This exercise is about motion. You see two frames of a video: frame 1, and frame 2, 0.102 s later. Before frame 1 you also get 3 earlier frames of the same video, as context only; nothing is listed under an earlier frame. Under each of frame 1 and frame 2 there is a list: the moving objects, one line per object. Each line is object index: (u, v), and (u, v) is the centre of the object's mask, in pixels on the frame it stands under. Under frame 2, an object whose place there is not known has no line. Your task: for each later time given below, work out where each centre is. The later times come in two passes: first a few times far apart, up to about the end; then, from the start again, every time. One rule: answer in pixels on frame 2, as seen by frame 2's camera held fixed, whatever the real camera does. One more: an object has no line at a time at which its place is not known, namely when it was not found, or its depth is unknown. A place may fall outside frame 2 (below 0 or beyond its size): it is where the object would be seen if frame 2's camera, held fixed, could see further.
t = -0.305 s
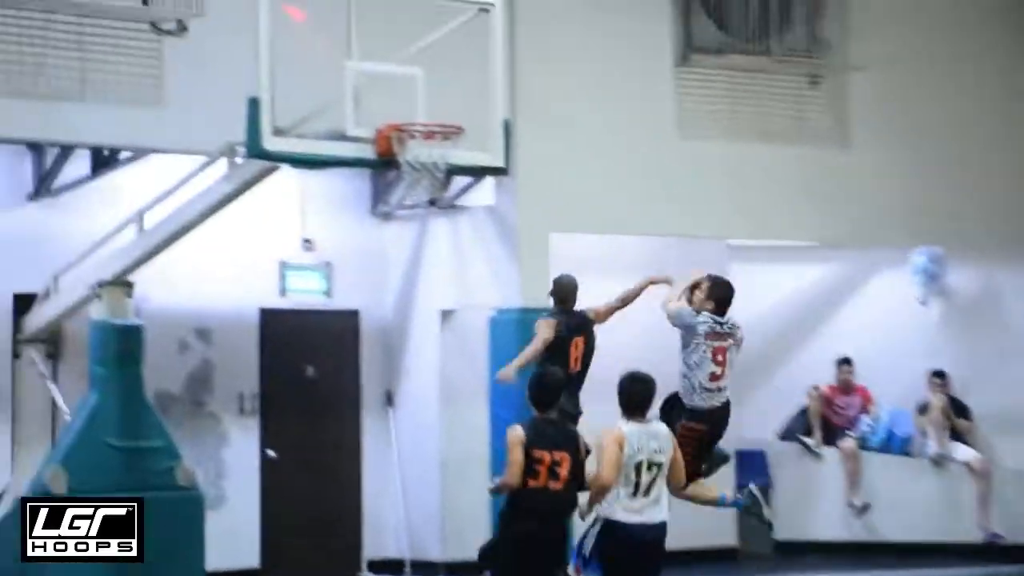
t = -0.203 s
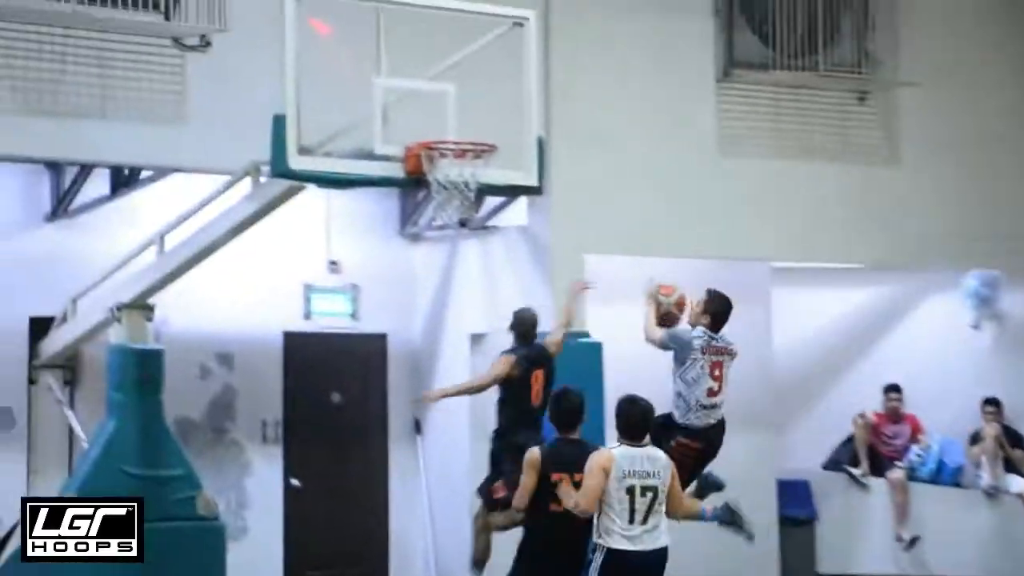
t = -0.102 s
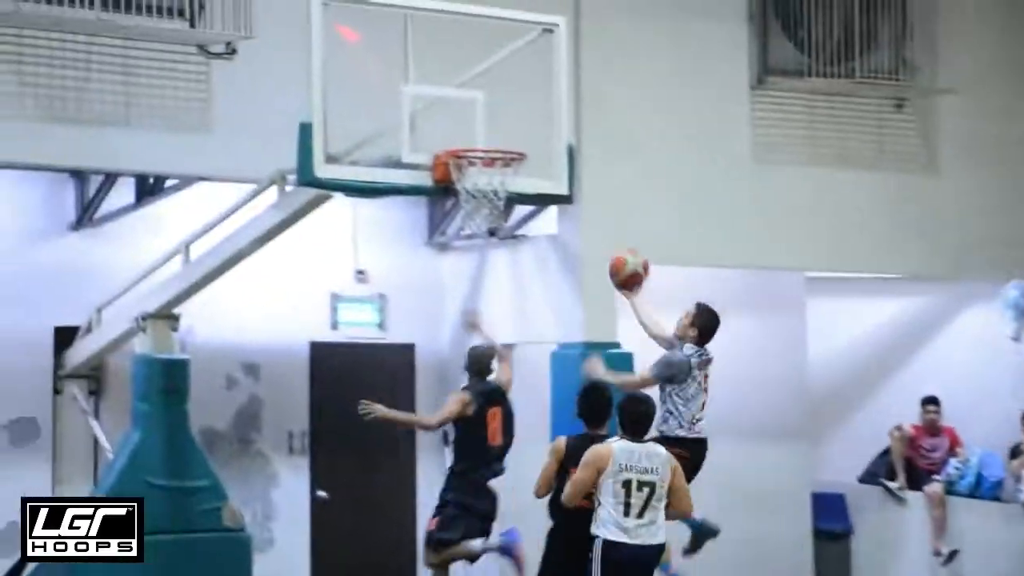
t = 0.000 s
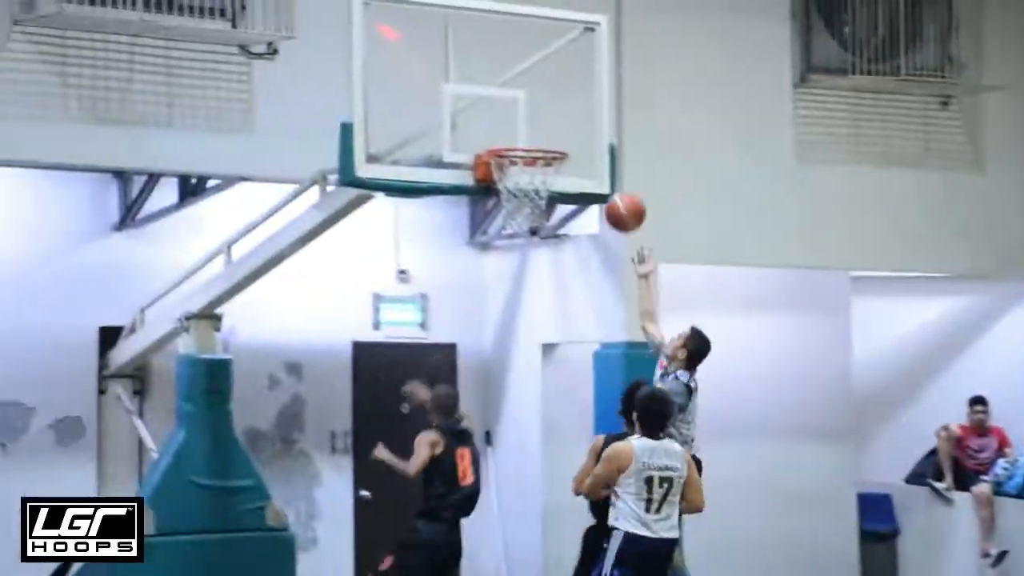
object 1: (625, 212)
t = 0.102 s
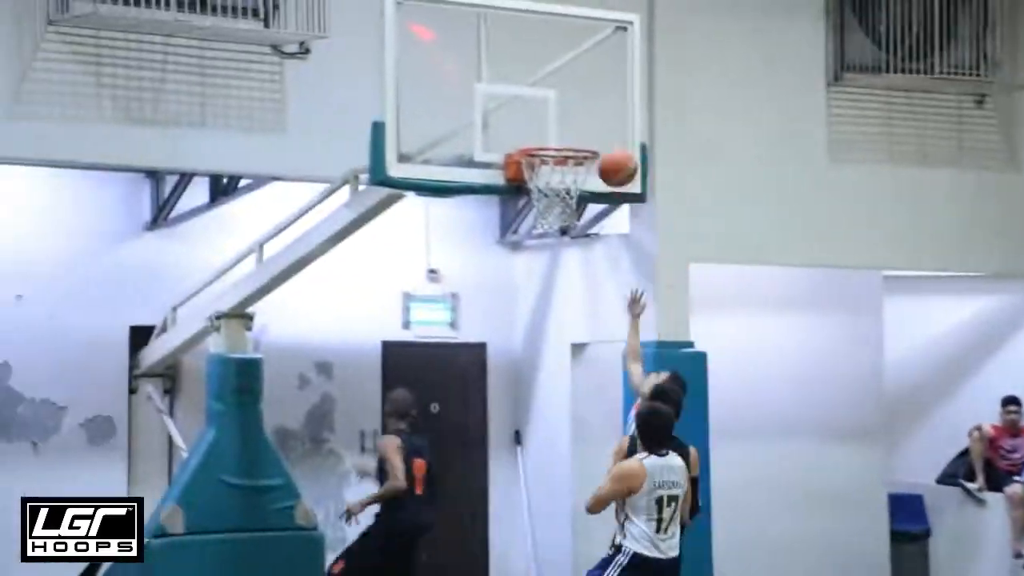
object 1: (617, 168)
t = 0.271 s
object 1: (561, 125)
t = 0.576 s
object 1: (557, 130)
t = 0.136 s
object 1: (600, 148)
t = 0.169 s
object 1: (593, 142)
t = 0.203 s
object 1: (578, 134)
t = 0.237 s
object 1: (562, 129)
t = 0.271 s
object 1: (561, 125)
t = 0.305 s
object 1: (561, 118)
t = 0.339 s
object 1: (561, 114)
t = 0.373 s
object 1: (560, 111)
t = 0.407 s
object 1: (560, 110)
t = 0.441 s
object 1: (560, 110)
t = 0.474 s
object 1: (560, 113)
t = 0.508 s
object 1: (560, 121)
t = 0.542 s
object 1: (560, 124)
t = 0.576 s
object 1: (557, 130)
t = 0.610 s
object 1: (556, 129)
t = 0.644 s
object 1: (554, 130)
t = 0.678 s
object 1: (553, 131)
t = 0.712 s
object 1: (551, 133)
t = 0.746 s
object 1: (549, 138)
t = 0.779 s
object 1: (549, 147)
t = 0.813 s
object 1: (551, 147)
